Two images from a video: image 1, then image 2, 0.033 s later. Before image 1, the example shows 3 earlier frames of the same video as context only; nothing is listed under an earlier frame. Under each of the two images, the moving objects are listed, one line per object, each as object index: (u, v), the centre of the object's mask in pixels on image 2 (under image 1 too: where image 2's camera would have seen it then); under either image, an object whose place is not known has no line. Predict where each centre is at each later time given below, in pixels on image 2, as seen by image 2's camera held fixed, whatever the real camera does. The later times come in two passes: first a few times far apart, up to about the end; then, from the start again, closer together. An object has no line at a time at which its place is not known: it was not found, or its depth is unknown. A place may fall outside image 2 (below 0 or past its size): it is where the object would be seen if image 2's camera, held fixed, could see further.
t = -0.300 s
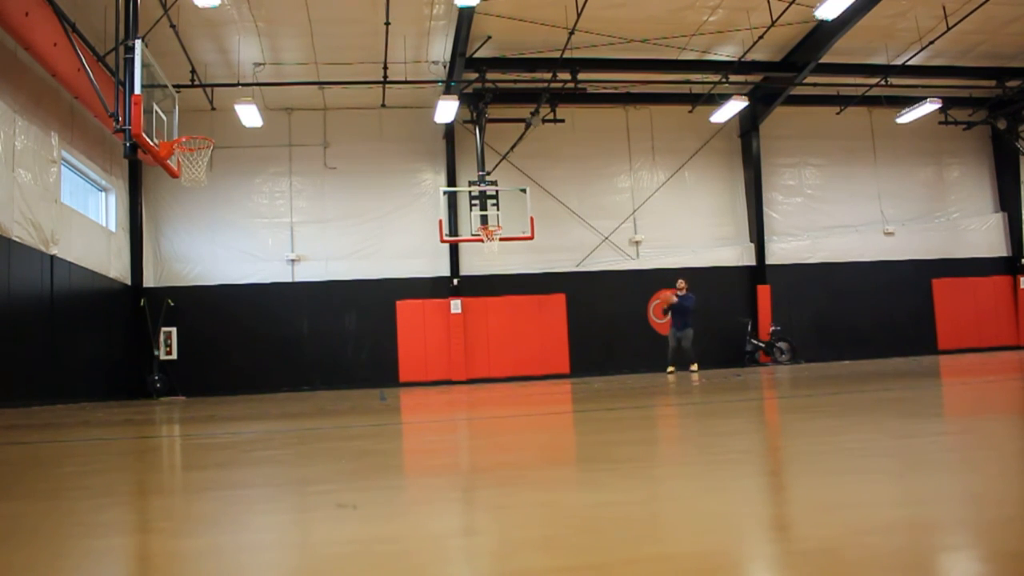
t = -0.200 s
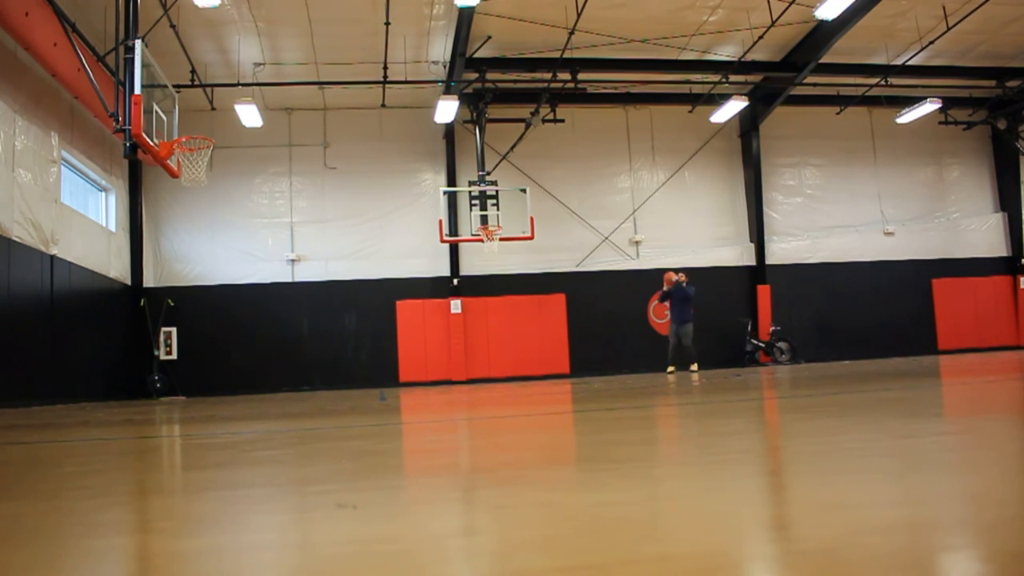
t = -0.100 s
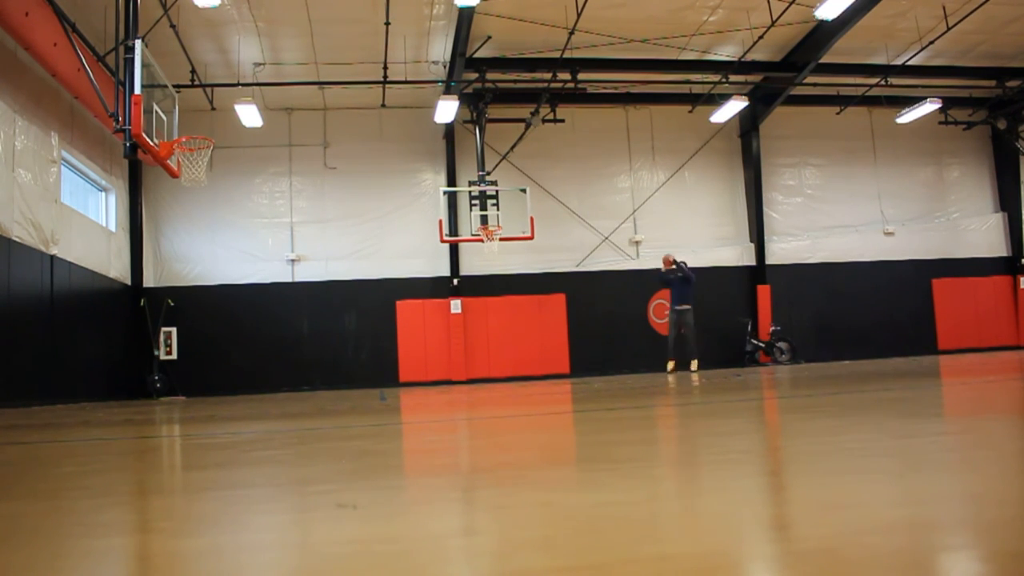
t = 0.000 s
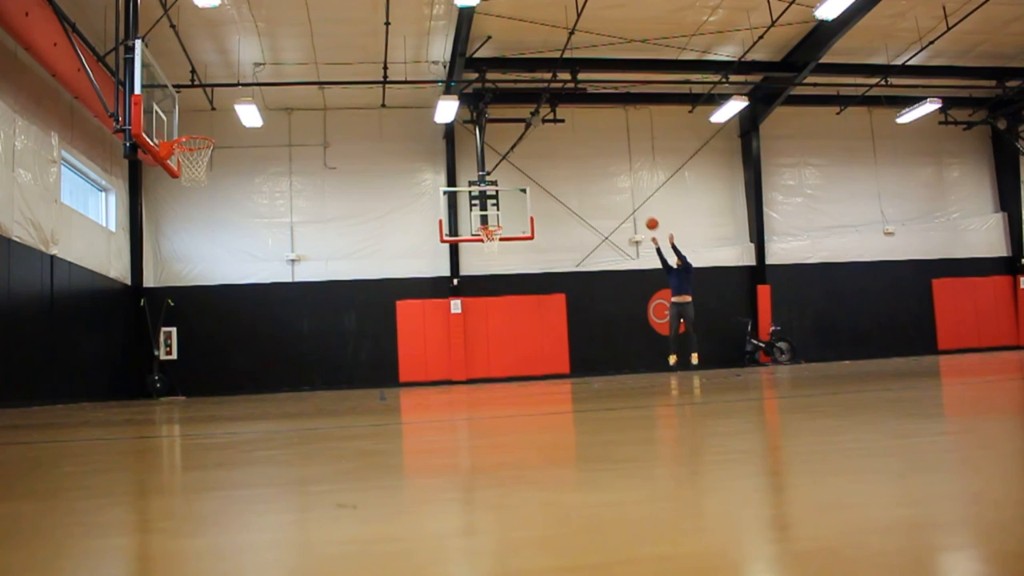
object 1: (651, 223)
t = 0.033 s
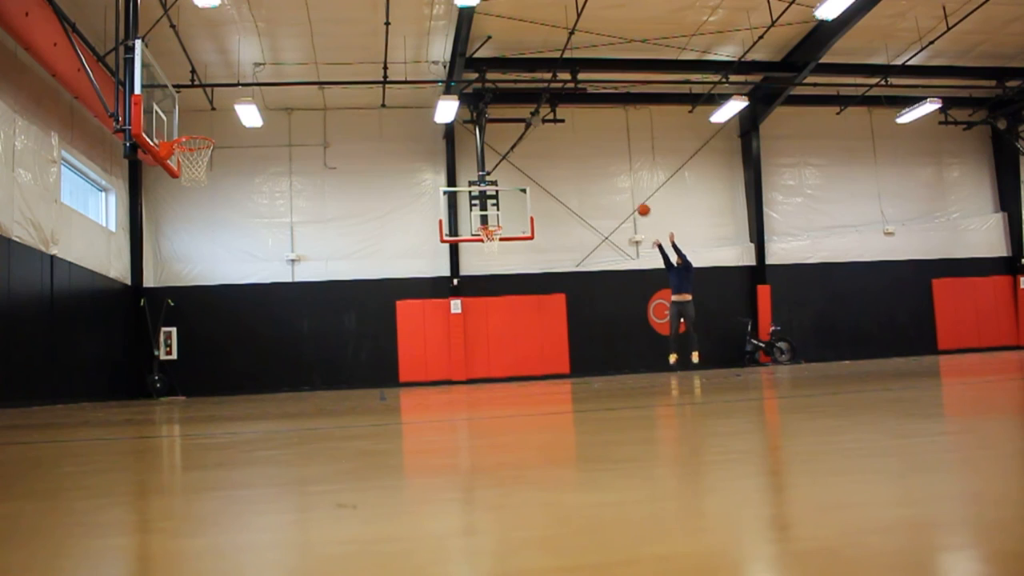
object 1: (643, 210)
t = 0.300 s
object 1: (573, 115)
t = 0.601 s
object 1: (489, 45)
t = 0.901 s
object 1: (396, 24)
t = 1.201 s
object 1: (287, 61)
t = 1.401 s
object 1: (203, 128)
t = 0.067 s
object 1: (634, 196)
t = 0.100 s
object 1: (626, 183)
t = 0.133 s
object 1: (618, 171)
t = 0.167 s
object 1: (609, 159)
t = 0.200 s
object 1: (600, 147)
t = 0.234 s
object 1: (591, 135)
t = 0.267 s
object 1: (583, 125)
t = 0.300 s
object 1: (573, 115)
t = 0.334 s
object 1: (564, 104)
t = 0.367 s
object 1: (555, 96)
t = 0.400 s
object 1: (546, 87)
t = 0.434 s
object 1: (537, 78)
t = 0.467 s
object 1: (528, 70)
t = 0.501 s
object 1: (518, 64)
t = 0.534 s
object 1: (508, 57)
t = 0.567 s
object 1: (498, 51)
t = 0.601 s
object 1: (489, 45)
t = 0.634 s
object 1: (479, 40)
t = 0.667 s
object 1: (469, 36)
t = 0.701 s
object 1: (460, 33)
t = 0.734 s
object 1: (449, 29)
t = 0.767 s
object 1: (439, 27)
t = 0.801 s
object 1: (429, 25)
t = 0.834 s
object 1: (418, 24)
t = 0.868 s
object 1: (407, 24)
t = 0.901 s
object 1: (396, 24)
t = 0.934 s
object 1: (384, 25)
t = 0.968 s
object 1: (373, 27)
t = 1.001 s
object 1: (361, 29)
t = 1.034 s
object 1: (350, 33)
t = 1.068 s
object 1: (337, 37)
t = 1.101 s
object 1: (325, 42)
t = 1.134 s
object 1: (312, 48)
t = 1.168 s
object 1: (300, 54)
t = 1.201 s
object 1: (287, 61)
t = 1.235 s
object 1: (274, 70)
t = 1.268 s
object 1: (260, 80)
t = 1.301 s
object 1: (247, 90)
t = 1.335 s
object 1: (232, 102)
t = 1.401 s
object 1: (203, 128)
